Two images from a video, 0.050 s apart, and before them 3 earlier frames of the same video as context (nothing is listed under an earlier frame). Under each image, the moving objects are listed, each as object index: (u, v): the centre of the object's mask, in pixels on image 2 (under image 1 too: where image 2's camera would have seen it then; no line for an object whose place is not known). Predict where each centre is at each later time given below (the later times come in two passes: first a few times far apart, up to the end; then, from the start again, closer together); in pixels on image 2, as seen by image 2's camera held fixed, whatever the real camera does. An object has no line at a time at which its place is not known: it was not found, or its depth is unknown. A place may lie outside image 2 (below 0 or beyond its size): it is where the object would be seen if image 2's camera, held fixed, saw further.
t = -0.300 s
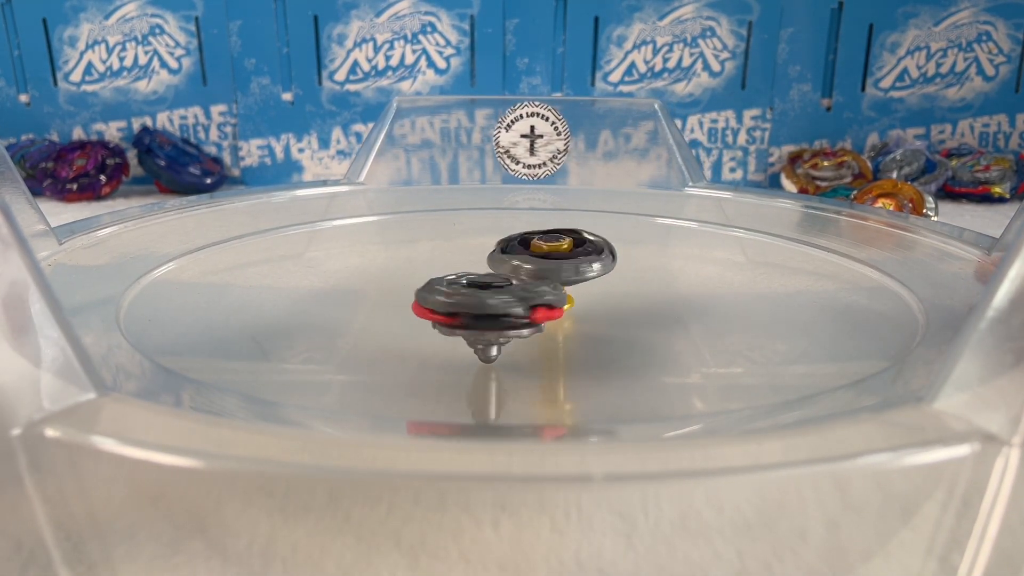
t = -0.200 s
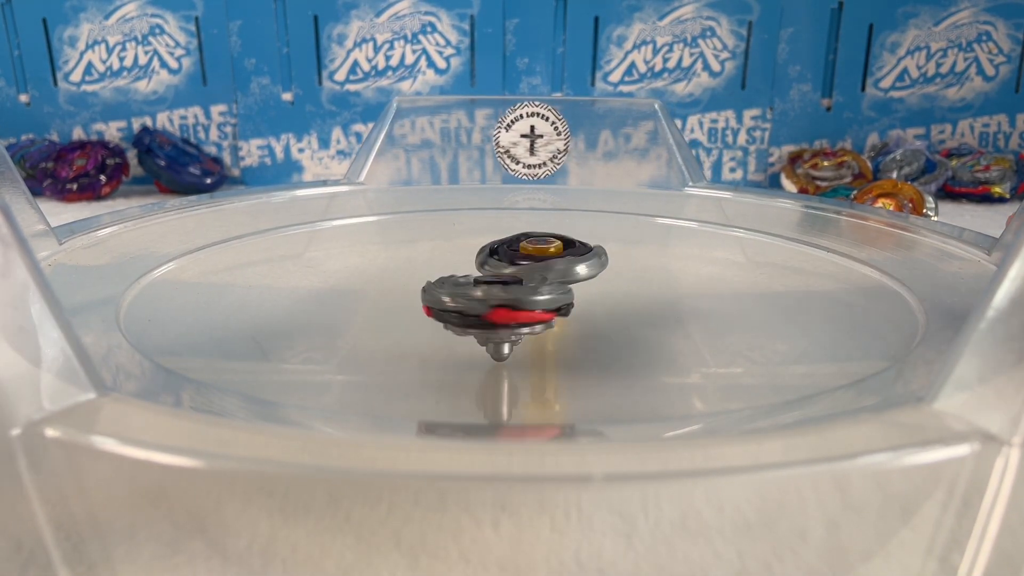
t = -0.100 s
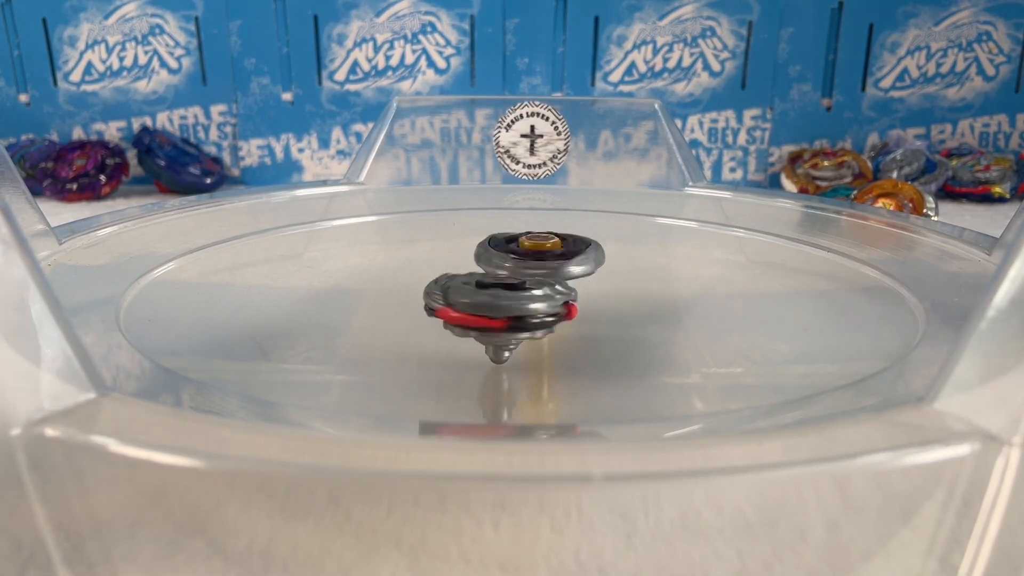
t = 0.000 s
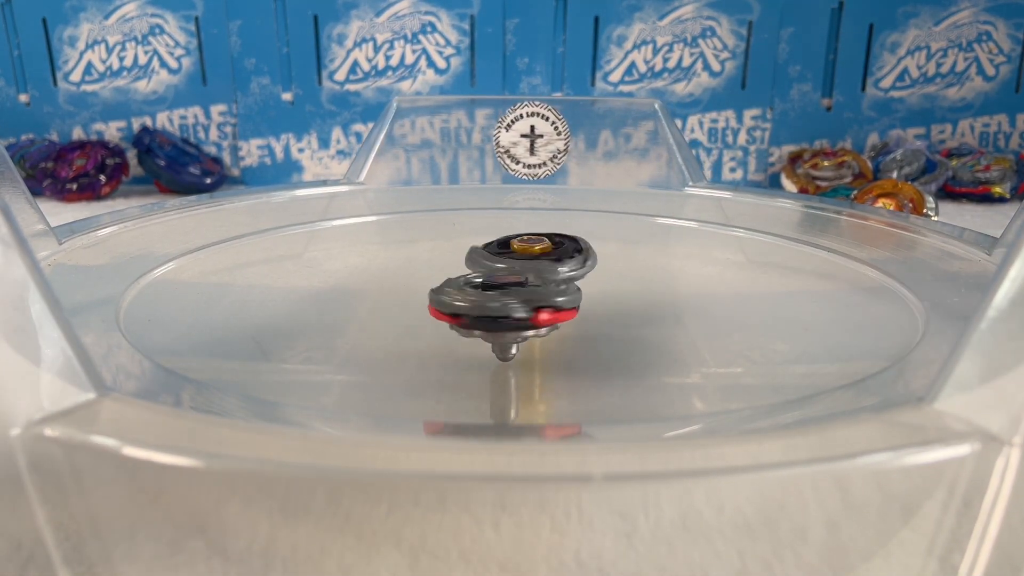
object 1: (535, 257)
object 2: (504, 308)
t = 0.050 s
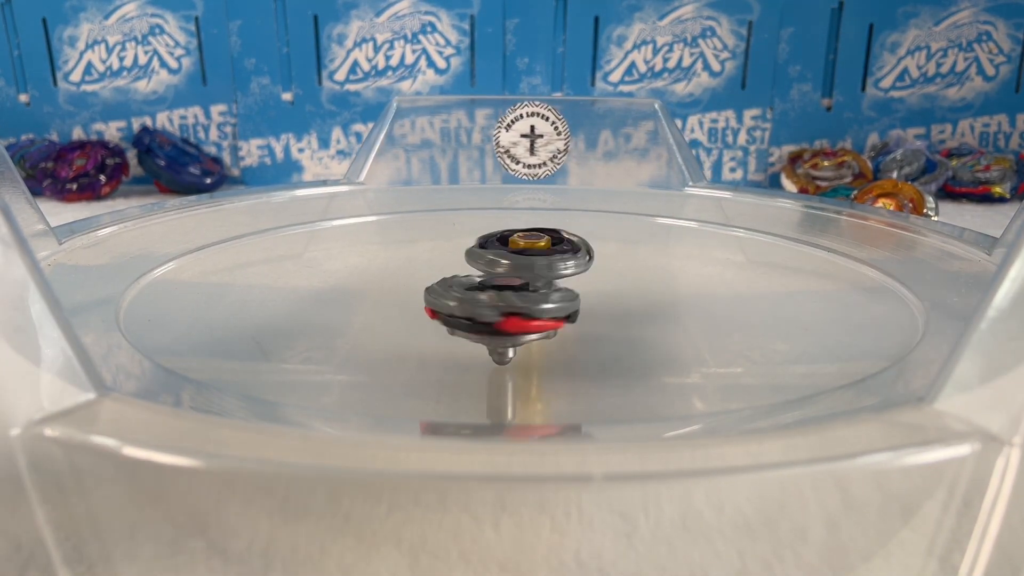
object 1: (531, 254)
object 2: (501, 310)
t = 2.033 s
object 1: (479, 252)
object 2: (517, 319)
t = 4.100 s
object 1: (473, 262)
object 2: (513, 314)
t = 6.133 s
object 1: (462, 257)
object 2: (478, 315)
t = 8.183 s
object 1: (416, 266)
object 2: (534, 313)
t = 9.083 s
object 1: (418, 273)
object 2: (538, 307)
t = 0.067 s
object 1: (529, 253)
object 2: (501, 310)
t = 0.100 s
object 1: (526, 252)
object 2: (502, 311)
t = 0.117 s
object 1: (526, 253)
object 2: (502, 310)
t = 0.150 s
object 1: (522, 253)
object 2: (503, 310)
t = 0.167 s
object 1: (523, 254)
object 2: (504, 310)
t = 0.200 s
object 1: (520, 253)
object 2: (504, 310)
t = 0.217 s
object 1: (520, 254)
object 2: (504, 311)
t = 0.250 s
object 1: (515, 255)
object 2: (503, 310)
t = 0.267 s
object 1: (515, 254)
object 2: (504, 309)
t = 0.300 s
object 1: (512, 255)
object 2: (504, 308)
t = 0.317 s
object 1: (509, 254)
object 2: (504, 307)
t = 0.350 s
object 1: (510, 254)
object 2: (504, 309)
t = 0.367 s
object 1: (507, 253)
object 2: (505, 311)
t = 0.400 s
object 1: (506, 250)
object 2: (506, 313)
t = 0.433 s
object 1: (506, 249)
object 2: (507, 313)
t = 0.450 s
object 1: (503, 249)
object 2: (505, 314)
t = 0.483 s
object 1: (503, 250)
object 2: (505, 314)
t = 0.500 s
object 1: (502, 250)
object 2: (504, 314)
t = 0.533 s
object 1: (498, 251)
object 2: (505, 313)
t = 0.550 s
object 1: (499, 252)
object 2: (506, 313)
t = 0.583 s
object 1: (496, 252)
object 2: (507, 313)
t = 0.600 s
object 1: (498, 253)
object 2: (507, 313)
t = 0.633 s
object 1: (493, 254)
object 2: (506, 312)
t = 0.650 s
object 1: (493, 254)
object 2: (506, 312)
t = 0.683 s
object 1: (492, 255)
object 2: (505, 311)
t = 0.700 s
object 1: (489, 255)
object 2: (505, 310)
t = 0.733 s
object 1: (490, 255)
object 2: (506, 307)
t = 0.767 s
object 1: (489, 253)
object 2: (508, 313)
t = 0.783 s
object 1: (485, 250)
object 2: (509, 315)
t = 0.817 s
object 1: (484, 246)
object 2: (510, 318)
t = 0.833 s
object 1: (483, 245)
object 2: (510, 318)
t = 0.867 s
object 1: (481, 245)
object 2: (508, 318)
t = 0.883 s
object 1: (482, 245)
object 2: (507, 318)
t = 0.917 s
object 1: (479, 245)
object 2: (506, 318)
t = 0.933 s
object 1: (480, 246)
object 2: (506, 318)
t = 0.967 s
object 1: (477, 248)
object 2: (502, 318)
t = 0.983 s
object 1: (474, 247)
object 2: (501, 317)
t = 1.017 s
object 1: (474, 249)
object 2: (499, 317)
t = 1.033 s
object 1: (472, 250)
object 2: (500, 316)
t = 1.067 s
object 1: (471, 251)
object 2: (499, 315)
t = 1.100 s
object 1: (470, 252)
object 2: (498, 314)
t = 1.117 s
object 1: (470, 254)
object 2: (496, 314)
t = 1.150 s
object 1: (467, 255)
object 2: (494, 312)
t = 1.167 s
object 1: (470, 255)
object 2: (493, 311)
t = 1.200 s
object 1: (469, 256)
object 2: (492, 309)
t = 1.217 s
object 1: (471, 256)
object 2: (492, 308)
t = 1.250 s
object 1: (469, 255)
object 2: (493, 309)
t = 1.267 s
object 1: (467, 255)
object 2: (492, 308)
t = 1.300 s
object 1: (470, 255)
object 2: (489, 307)
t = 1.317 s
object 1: (469, 255)
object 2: (490, 308)
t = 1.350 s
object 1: (470, 255)
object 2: (490, 309)
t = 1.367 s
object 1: (471, 255)
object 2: (490, 309)
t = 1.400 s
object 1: (469, 256)
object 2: (487, 309)
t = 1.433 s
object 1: (468, 256)
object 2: (484, 308)
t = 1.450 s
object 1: (471, 256)
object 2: (484, 308)
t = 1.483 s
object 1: (470, 255)
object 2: (486, 312)
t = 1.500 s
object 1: (471, 254)
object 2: (486, 312)
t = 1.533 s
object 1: (471, 254)
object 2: (486, 314)
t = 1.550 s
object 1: (469, 254)
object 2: (486, 313)
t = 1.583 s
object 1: (470, 254)
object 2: (484, 313)
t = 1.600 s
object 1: (471, 254)
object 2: (486, 313)
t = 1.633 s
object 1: (471, 255)
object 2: (487, 313)
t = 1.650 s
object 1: (472, 256)
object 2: (488, 314)
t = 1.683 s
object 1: (473, 256)
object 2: (488, 313)
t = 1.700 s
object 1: (472, 256)
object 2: (488, 312)
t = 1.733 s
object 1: (475, 257)
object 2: (491, 311)
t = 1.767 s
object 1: (475, 258)
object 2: (494, 311)
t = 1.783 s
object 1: (471, 257)
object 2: (495, 311)
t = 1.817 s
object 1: (473, 253)
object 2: (500, 316)
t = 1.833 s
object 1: (473, 251)
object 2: (503, 317)
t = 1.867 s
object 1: (474, 248)
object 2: (509, 319)
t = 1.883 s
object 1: (476, 247)
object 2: (511, 320)
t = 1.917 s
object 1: (477, 248)
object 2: (510, 320)
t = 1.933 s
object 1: (475, 248)
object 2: (510, 320)
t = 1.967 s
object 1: (477, 248)
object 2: (514, 319)
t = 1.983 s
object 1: (477, 250)
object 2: (515, 319)
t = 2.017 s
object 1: (476, 251)
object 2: (517, 319)
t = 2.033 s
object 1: (479, 252)
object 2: (517, 319)
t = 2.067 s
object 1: (479, 253)
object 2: (518, 317)
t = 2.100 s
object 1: (480, 255)
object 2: (520, 316)
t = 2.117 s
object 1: (480, 254)
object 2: (521, 316)
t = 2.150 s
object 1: (482, 257)
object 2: (518, 315)
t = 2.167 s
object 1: (480, 257)
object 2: (518, 314)
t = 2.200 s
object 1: (481, 258)
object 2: (518, 311)
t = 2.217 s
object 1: (483, 259)
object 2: (517, 311)
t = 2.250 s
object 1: (480, 258)
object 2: (517, 311)
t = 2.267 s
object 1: (481, 256)
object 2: (519, 313)
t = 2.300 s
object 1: (481, 254)
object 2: (522, 314)
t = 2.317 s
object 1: (478, 254)
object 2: (522, 314)
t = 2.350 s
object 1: (478, 255)
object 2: (519, 314)
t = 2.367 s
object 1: (480, 255)
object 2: (516, 313)
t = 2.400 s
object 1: (479, 257)
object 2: (512, 312)
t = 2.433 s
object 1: (475, 257)
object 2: (508, 311)
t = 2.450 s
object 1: (477, 258)
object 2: (504, 311)
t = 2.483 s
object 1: (474, 258)
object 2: (500, 310)
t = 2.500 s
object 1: (472, 256)
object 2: (501, 311)
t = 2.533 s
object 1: (466, 252)
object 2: (506, 319)
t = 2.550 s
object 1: (465, 249)
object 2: (507, 321)
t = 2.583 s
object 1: (462, 244)
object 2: (511, 324)
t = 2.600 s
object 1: (462, 243)
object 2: (513, 326)
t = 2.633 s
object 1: (460, 243)
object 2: (511, 327)
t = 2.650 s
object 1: (458, 243)
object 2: (509, 326)
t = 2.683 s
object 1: (454, 245)
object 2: (510, 327)
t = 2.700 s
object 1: (456, 246)
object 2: (509, 327)
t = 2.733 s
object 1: (453, 246)
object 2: (508, 327)
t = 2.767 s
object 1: (451, 248)
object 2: (510, 327)
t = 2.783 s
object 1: (449, 248)
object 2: (512, 327)
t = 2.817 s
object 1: (449, 249)
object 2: (512, 327)
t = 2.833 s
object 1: (448, 251)
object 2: (513, 326)
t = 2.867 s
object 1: (447, 252)
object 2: (517, 325)
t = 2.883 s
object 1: (449, 253)
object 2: (515, 325)
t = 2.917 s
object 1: (449, 254)
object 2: (516, 323)
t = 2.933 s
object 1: (447, 256)
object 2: (517, 322)
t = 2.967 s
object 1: (448, 258)
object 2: (515, 322)
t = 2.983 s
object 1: (450, 258)
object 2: (514, 320)
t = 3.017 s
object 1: (452, 260)
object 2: (513, 319)
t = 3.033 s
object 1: (450, 260)
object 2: (512, 318)
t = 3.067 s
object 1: (452, 261)
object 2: (507, 317)
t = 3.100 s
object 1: (451, 262)
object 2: (504, 314)
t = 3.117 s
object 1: (449, 263)
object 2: (502, 313)
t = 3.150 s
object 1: (446, 263)
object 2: (497, 312)
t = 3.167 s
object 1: (448, 262)
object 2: (497, 311)
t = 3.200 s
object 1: (449, 261)
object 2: (497, 312)
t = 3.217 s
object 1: (444, 260)
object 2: (498, 313)
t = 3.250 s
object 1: (446, 258)
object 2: (500, 314)
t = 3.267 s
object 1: (448, 258)
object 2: (499, 314)
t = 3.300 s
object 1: (447, 259)
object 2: (495, 314)
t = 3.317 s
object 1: (445, 259)
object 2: (491, 314)
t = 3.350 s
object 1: (444, 258)
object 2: (486, 313)
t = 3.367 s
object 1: (443, 260)
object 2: (484, 314)
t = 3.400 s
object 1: (443, 260)
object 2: (477, 313)
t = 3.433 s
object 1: (442, 261)
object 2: (475, 314)
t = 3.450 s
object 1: (444, 261)
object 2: (472, 314)
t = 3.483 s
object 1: (445, 260)
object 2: (470, 315)
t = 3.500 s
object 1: (443, 261)
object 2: (471, 315)
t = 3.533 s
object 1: (441, 261)
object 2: (469, 316)
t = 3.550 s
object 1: (445, 261)
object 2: (467, 314)
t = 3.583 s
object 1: (446, 263)
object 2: (467, 316)
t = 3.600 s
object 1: (441, 263)
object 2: (468, 316)
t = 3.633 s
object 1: (442, 262)
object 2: (468, 317)
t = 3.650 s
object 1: (446, 262)
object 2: (471, 317)
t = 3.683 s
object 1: (447, 261)
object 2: (475, 319)
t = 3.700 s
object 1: (447, 261)
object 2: (475, 319)
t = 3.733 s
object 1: (448, 261)
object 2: (479, 319)
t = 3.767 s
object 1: (450, 263)
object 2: (480, 320)
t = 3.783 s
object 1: (450, 263)
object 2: (480, 318)
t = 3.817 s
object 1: (452, 264)
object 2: (486, 318)
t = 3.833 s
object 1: (455, 264)
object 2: (487, 318)
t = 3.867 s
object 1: (457, 263)
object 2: (488, 316)
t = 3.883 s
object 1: (457, 264)
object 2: (492, 317)
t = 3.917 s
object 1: (458, 262)
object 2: (499, 319)
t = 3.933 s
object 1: (461, 261)
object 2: (501, 318)
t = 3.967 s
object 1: (465, 262)
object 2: (508, 318)
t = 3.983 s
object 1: (464, 262)
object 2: (508, 318)
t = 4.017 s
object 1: (467, 263)
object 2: (508, 317)
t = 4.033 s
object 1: (470, 263)
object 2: (510, 317)
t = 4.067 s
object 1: (470, 262)
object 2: (510, 315)
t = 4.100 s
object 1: (473, 262)
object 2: (513, 314)
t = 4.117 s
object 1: (470, 261)
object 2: (514, 313)
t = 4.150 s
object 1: (474, 261)
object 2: (515, 314)
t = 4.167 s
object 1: (479, 260)
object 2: (516, 313)
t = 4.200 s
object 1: (479, 261)
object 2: (517, 312)
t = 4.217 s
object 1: (478, 260)
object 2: (514, 312)
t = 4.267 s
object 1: (479, 258)
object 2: (519, 313)
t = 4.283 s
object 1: (482, 258)
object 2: (520, 313)
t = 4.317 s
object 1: (486, 258)
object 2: (518, 313)
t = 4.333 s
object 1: (483, 258)
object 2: (519, 313)
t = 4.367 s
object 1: (484, 258)
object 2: (515, 312)
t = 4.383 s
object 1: (487, 259)
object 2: (513, 311)
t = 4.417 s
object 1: (487, 258)
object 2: (515, 311)
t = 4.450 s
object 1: (488, 258)
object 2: (513, 310)
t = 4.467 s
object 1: (486, 257)
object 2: (515, 311)
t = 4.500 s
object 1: (485, 255)
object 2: (518, 316)
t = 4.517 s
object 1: (489, 255)
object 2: (518, 317)
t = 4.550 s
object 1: (489, 253)
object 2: (522, 318)
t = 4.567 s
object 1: (486, 253)
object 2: (521, 318)
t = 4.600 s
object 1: (487, 254)
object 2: (521, 318)
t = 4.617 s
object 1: (489, 254)
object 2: (522, 318)
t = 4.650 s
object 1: (489, 255)
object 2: (519, 318)
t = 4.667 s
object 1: (486, 256)
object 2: (522, 318)
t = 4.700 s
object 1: (487, 256)
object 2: (522, 318)
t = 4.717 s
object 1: (490, 257)
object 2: (522, 318)
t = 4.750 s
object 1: (490, 257)
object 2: (525, 317)
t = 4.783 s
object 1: (491, 258)
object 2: (523, 316)
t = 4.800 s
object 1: (489, 259)
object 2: (524, 315)
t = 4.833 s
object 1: (489, 260)
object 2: (521, 315)
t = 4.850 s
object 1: (491, 260)
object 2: (521, 314)
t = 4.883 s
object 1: (489, 260)
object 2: (521, 312)
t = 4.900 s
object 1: (488, 262)
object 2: (518, 312)
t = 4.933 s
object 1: (485, 258)
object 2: (520, 313)
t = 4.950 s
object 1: (485, 258)
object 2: (521, 314)
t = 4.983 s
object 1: (485, 257)
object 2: (519, 313)
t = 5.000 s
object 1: (482, 258)
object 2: (519, 313)
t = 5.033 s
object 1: (480, 259)
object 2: (512, 313)
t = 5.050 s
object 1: (479, 259)
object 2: (511, 312)
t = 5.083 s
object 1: (475, 259)
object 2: (506, 311)
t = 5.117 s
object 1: (473, 259)
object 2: (504, 311)
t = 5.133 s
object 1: (471, 258)
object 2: (504, 313)
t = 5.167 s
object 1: (471, 257)
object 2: (503, 313)
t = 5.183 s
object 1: (468, 257)
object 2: (502, 313)
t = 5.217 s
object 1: (466, 257)
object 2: (498, 314)
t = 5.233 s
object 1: (469, 258)
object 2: (496, 312)
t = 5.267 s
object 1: (466, 258)
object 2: (492, 313)
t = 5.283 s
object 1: (462, 257)
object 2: (491, 312)
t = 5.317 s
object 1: (460, 259)
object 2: (489, 313)
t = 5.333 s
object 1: (462, 259)
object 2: (487, 312)
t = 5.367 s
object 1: (461, 258)
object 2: (486, 311)
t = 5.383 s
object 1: (457, 259)
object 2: (484, 312)
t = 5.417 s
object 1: (455, 255)
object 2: (488, 315)
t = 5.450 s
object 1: (454, 252)
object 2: (490, 318)
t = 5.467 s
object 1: (454, 251)
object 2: (492, 318)
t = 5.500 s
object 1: (454, 250)
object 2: (494, 319)
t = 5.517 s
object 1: (454, 251)
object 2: (492, 319)
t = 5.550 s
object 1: (454, 252)
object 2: (494, 319)
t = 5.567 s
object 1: (452, 251)
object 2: (494, 319)
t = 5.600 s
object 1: (451, 252)
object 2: (497, 319)
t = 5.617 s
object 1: (454, 253)
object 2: (496, 319)
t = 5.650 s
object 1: (455, 253)
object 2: (500, 318)
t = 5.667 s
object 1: (453, 254)
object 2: (499, 318)
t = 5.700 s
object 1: (455, 255)
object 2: (501, 317)
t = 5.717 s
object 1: (457, 254)
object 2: (501, 316)
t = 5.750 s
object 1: (457, 256)
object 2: (499, 315)
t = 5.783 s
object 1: (457, 256)
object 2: (498, 314)
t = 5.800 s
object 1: (458, 257)
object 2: (497, 313)
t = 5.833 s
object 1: (458, 259)
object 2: (496, 312)
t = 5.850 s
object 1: (457, 259)
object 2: (493, 311)
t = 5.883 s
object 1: (458, 256)
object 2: (491, 310)
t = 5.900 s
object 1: (461, 256)
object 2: (491, 313)
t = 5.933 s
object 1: (464, 252)
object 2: (493, 315)
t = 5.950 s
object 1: (463, 252)
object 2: (493, 316)
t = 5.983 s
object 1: (466, 251)
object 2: (494, 316)
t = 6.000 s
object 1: (467, 251)
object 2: (494, 317)
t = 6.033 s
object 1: (467, 252)
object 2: (490, 316)
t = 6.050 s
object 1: (469, 254)
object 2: (489, 317)
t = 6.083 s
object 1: (467, 255)
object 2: (483, 316)
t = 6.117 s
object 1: (464, 257)
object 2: (479, 316)
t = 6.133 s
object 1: (462, 257)
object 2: (478, 315)
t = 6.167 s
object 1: (459, 259)
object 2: (476, 316)
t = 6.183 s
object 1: (458, 259)
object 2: (474, 315)
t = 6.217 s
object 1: (455, 261)
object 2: (474, 315)
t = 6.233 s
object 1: (456, 260)
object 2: (471, 314)
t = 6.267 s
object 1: (452, 263)
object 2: (471, 313)
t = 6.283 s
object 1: (449, 262)
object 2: (469, 312)
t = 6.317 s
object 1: (445, 262)
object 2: (471, 312)
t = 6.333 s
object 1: (443, 262)
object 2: (470, 312)
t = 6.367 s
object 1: (441, 260)
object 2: (477, 314)
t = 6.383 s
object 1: (441, 259)
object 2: (477, 315)
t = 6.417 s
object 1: (440, 260)
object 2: (480, 315)
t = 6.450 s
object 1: (437, 260)
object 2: (477, 315)
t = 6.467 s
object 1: (433, 260)
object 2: (478, 314)
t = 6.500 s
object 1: (432, 259)
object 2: (478, 314)
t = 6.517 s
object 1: (430, 258)
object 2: (480, 313)
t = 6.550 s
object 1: (430, 259)
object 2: (479, 312)
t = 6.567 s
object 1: (432, 259)
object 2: (481, 312)
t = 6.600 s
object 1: (431, 259)
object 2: (479, 311)
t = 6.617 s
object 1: (428, 258)
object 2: (482, 310)
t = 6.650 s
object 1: (429, 256)
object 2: (486, 312)
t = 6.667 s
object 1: (430, 254)
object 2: (489, 312)
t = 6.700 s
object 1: (432, 255)
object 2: (490, 312)
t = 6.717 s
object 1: (435, 255)
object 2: (492, 311)
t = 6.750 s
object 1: (436, 255)
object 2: (491, 311)
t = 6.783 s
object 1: (436, 256)
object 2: (491, 310)
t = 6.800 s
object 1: (437, 256)
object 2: (490, 309)
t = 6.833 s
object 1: (438, 256)
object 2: (491, 308)
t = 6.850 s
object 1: (437, 257)
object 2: (490, 307)
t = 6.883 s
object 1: (438, 255)
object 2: (499, 309)
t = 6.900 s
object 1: (441, 253)
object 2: (501, 310)
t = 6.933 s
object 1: (443, 253)
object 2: (506, 311)
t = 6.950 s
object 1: (447, 254)
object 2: (504, 310)
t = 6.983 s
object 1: (450, 255)
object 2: (505, 310)
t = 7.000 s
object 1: (449, 256)
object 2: (503, 309)
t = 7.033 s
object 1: (450, 257)
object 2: (505, 308)
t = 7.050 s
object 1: (452, 257)
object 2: (504, 308)
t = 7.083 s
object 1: (446, 255)
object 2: (514, 312)
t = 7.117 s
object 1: (443, 253)
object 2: (524, 315)
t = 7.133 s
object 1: (445, 251)
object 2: (526, 316)
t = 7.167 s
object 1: (445, 252)
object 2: (531, 317)
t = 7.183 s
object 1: (447, 253)
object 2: (531, 317)
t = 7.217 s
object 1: (448, 255)
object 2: (531, 317)
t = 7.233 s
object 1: (446, 255)
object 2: (529, 317)
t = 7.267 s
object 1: (448, 257)
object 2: (530, 316)
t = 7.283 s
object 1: (447, 257)
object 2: (529, 316)
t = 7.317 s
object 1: (445, 260)
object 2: (530, 315)
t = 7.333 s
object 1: (448, 259)
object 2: (529, 314)
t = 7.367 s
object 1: (448, 261)
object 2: (528, 313)
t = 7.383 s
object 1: (448, 262)
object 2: (527, 312)
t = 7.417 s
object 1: (449, 264)
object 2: (524, 311)
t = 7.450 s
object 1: (447, 265)
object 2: (522, 310)
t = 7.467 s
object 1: (444, 264)
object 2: (518, 310)
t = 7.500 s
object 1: (441, 266)
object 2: (516, 309)
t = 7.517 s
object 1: (438, 266)
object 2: (519, 309)
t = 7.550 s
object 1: (435, 268)
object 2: (524, 311)
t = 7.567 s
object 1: (433, 269)
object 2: (526, 310)
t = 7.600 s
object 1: (431, 270)
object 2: (524, 311)
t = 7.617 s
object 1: (431, 270)
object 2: (523, 310)
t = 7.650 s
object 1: (429, 272)
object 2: (518, 310)
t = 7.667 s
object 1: (426, 272)
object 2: (517, 310)
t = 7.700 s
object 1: (422, 272)
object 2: (515, 312)
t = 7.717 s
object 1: (417, 273)
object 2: (519, 313)
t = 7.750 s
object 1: (413, 271)
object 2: (523, 315)
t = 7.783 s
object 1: (411, 270)
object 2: (523, 317)
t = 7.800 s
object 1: (411, 270)
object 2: (526, 317)
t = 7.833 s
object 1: (410, 270)
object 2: (523, 317)
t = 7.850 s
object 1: (411, 269)
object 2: (523, 317)
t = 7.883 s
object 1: (409, 269)
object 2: (525, 316)
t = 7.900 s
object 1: (411, 270)
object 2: (525, 316)
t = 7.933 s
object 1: (412, 269)
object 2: (527, 316)
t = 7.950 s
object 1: (411, 270)
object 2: (525, 315)
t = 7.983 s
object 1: (414, 270)
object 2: (525, 314)
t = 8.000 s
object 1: (413, 270)
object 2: (523, 314)
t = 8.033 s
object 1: (416, 271)
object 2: (521, 313)
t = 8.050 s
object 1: (417, 270)
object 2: (520, 311)
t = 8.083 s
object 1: (417, 270)
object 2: (517, 311)
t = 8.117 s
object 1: (419, 271)
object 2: (514, 310)
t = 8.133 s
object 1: (417, 269)
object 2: (519, 310)
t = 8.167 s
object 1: (415, 266)
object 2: (529, 313)
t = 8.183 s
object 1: (416, 266)
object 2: (534, 313)
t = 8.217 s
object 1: (416, 264)
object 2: (539, 314)
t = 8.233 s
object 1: (419, 266)
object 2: (540, 314)
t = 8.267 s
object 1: (421, 267)
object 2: (539, 314)
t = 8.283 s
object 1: (421, 269)
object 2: (537, 314)
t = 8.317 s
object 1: (425, 271)
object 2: (535, 314)
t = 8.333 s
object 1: (424, 271)
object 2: (532, 314)
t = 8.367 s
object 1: (425, 273)
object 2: (530, 314)
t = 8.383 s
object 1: (427, 273)
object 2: (530, 313)
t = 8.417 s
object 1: (426, 275)
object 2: (527, 313)
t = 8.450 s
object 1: (428, 277)
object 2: (525, 313)
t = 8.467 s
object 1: (427, 277)
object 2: (528, 312)
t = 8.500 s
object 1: (418, 274)
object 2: (533, 314)
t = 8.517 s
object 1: (419, 273)
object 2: (538, 314)
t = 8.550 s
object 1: (415, 274)
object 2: (539, 314)
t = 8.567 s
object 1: (418, 274)
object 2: (538, 315)
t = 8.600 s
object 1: (420, 275)
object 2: (535, 314)
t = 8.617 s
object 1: (418, 275)
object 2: (531, 313)
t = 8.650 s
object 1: (420, 277)
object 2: (531, 312)
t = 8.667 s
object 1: (417, 276)
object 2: (529, 312)
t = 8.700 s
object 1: (417, 277)
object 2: (525, 311)
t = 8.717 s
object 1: (414, 277)
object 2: (525, 311)
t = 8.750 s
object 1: (410, 276)
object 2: (529, 310)
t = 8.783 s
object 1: (411, 277)
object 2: (529, 310)
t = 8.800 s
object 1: (410, 277)
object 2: (529, 310)
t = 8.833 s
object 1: (409, 276)
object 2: (526, 309)
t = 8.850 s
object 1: (406, 275)
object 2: (526, 310)
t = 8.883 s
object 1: (405, 275)
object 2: (530, 310)
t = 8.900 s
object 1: (406, 274)
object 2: (529, 310)
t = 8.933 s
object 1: (408, 274)
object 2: (527, 310)
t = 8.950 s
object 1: (412, 274)
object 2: (527, 309)
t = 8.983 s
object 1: (409, 273)
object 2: (532, 308)
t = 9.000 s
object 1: (413, 274)
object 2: (534, 309)
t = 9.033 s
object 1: (416, 273)
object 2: (536, 308)
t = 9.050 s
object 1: (416, 274)
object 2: (533, 308)
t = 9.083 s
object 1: (418, 273)
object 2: (538, 307)
